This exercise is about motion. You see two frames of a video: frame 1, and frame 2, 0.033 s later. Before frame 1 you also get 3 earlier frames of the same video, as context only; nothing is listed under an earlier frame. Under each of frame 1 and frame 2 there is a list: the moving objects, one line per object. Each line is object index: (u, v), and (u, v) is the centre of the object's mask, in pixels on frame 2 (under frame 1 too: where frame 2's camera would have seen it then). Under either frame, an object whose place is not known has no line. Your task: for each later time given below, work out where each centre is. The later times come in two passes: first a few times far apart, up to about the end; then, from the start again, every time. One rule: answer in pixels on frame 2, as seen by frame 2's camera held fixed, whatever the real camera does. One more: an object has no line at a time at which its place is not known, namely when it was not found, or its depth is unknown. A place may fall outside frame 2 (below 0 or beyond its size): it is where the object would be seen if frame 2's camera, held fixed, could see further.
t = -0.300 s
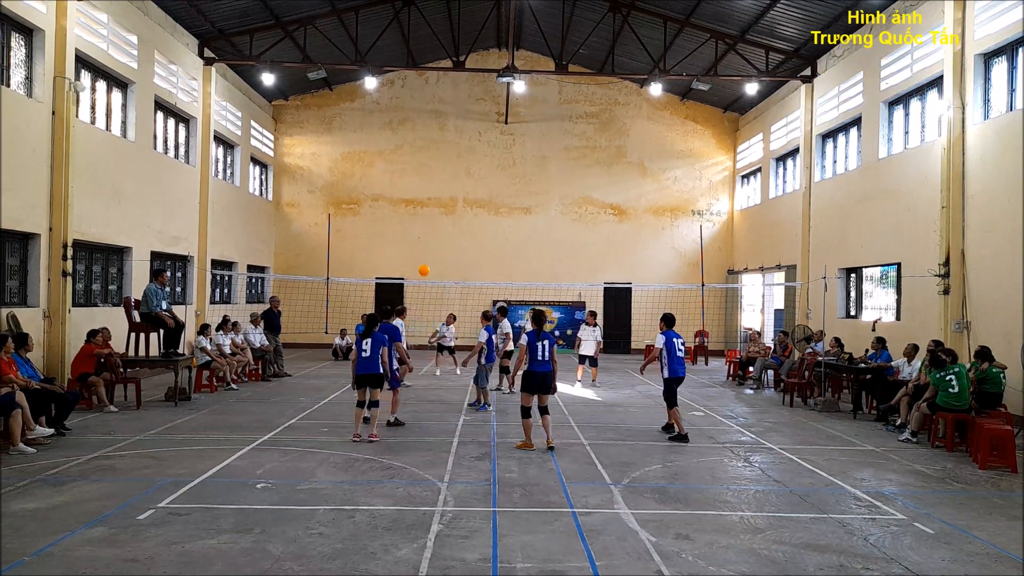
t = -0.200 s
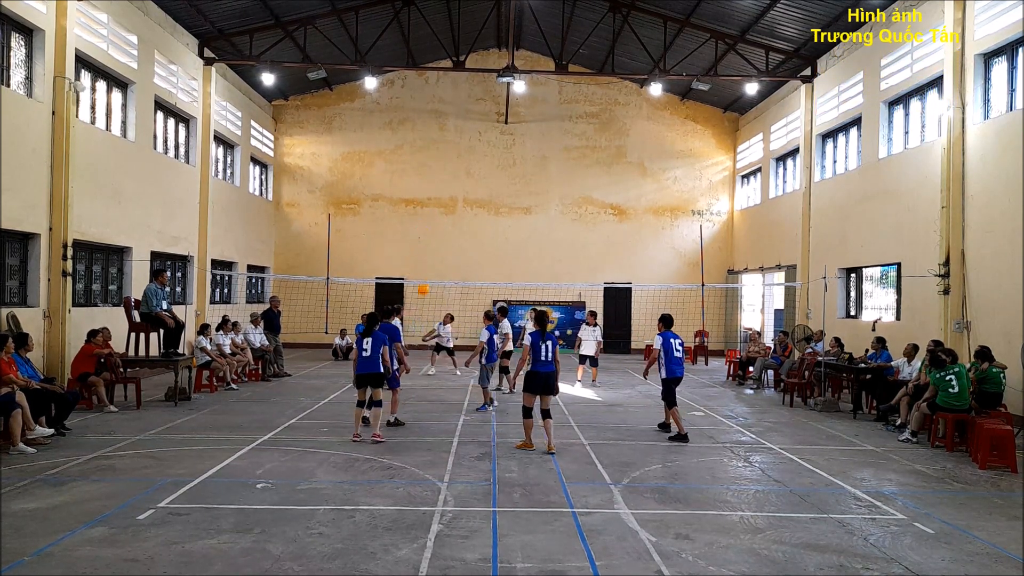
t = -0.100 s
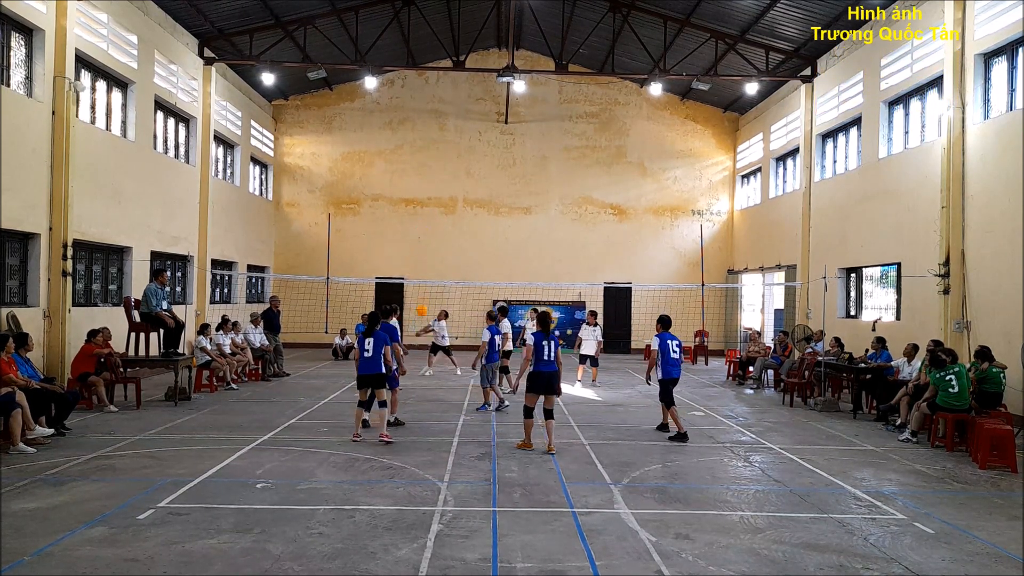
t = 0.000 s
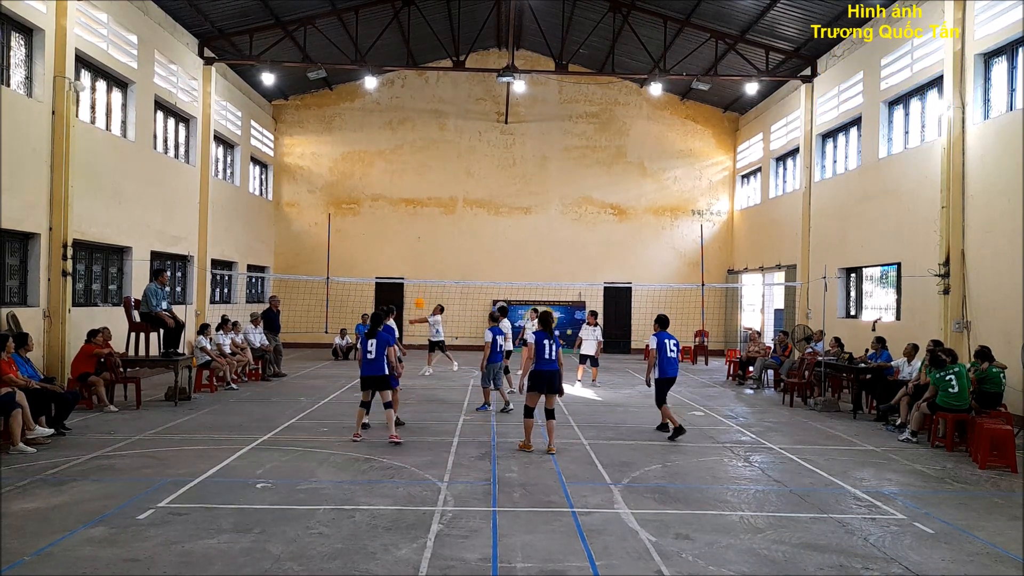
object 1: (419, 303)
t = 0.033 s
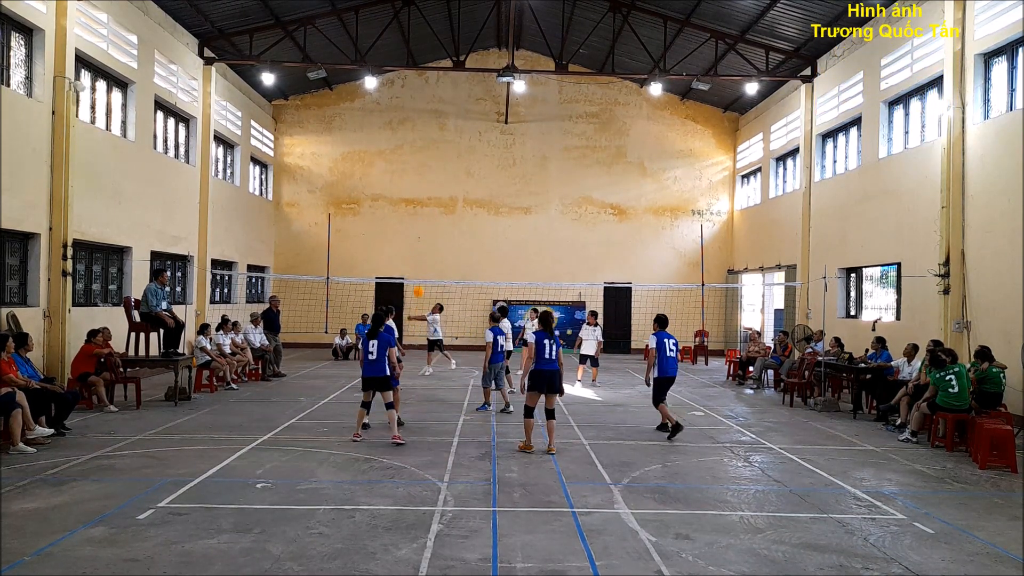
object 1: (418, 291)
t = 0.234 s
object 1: (414, 234)
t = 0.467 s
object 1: (409, 187)
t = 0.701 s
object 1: (403, 165)
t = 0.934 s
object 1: (397, 173)
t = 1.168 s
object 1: (390, 211)
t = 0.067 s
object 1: (417, 280)
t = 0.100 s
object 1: (417, 270)
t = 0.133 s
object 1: (416, 260)
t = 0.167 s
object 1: (415, 251)
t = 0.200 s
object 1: (415, 242)
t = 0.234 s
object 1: (414, 234)
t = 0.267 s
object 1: (413, 225)
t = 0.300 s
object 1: (413, 218)
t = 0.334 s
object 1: (412, 211)
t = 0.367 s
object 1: (411, 204)
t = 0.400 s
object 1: (411, 199)
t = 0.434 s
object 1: (410, 193)
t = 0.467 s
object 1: (409, 187)
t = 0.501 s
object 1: (408, 179)
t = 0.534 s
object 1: (407, 175)
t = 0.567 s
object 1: (406, 172)
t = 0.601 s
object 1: (406, 169)
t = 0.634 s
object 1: (405, 168)
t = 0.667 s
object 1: (404, 166)
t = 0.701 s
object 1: (403, 165)
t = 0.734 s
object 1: (402, 165)
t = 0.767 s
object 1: (401, 165)
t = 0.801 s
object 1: (400, 165)
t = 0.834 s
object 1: (400, 166)
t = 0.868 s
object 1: (399, 168)
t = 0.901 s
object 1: (398, 171)
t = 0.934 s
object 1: (397, 173)
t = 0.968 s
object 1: (396, 177)
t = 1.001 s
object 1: (394, 181)
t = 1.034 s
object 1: (394, 185)
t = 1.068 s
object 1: (393, 190)
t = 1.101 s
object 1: (392, 197)
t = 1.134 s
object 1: (391, 203)
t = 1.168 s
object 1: (390, 211)
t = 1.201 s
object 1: (389, 218)
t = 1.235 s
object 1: (388, 227)
